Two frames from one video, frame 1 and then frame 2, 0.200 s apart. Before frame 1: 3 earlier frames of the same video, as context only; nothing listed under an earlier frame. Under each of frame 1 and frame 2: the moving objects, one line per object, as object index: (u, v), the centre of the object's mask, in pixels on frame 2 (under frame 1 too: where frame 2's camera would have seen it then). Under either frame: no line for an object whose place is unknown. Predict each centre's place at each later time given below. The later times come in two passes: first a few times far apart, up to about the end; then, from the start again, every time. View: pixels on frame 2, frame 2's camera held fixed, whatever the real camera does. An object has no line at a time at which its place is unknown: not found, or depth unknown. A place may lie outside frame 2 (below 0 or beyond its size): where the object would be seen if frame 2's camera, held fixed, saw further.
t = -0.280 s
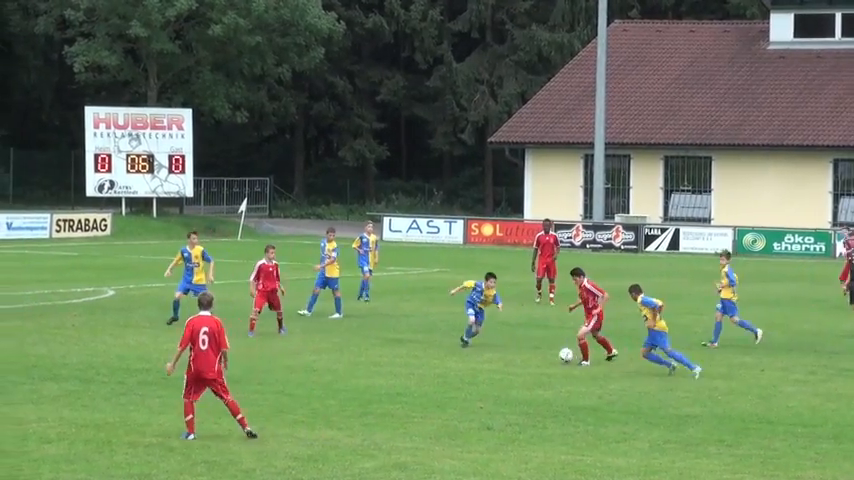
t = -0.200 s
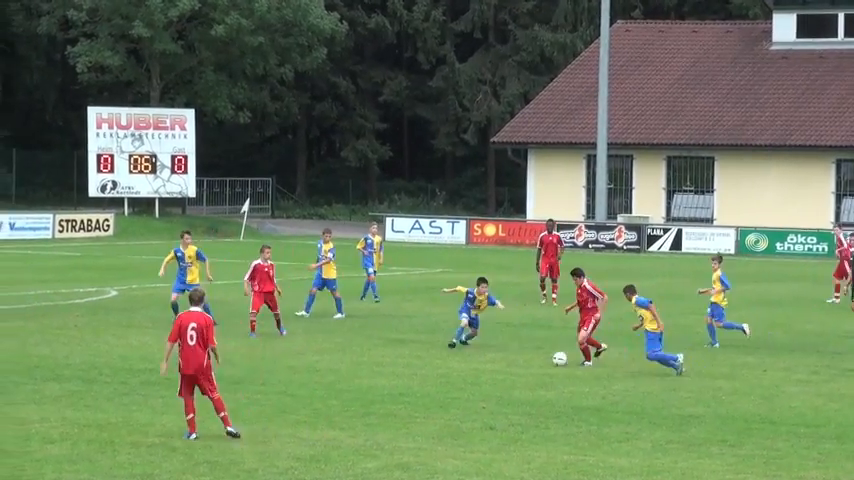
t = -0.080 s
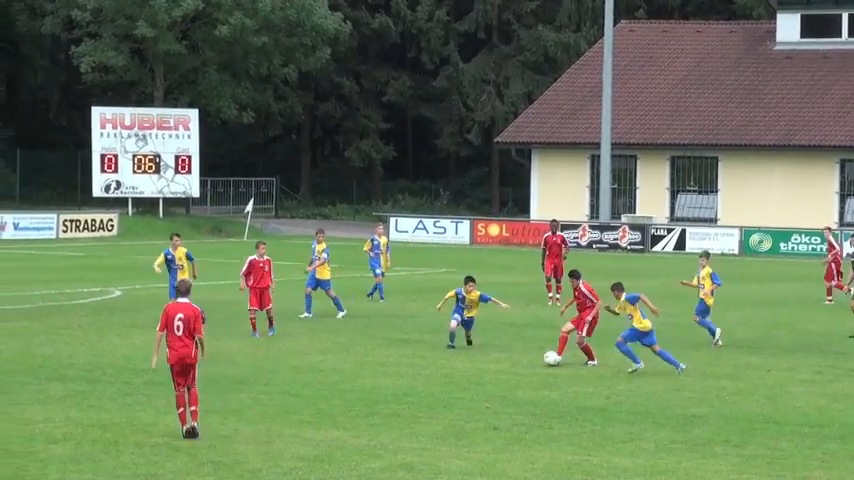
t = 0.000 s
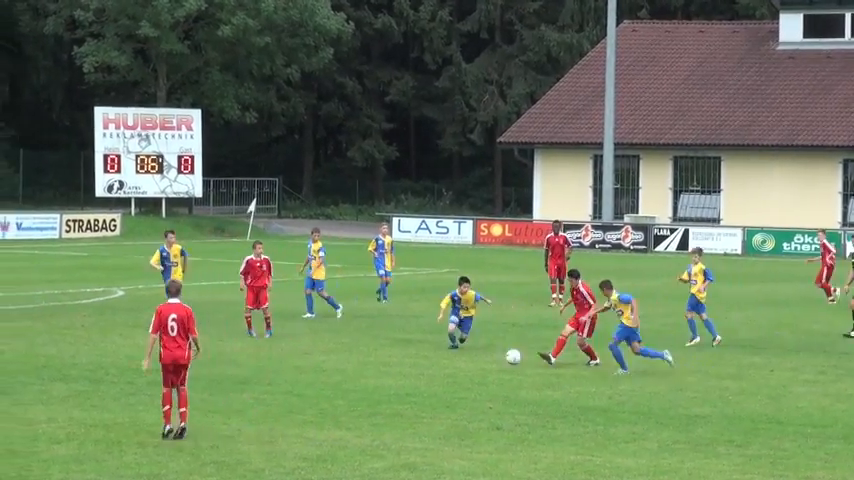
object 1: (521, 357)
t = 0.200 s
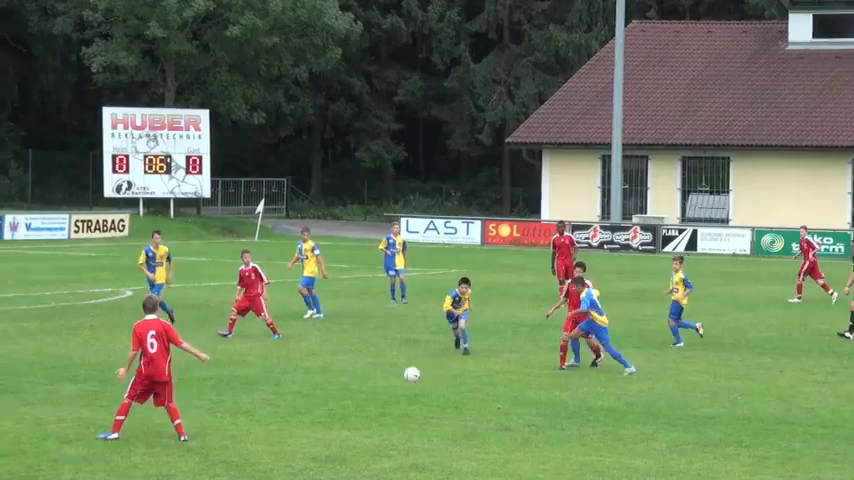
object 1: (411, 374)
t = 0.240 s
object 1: (390, 376)
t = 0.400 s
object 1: (311, 378)
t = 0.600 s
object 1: (215, 388)
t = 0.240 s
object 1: (390, 376)
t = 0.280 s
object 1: (371, 375)
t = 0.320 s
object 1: (351, 375)
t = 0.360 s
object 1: (331, 376)
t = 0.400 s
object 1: (311, 378)
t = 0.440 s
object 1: (290, 382)
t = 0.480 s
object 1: (269, 387)
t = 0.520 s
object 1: (250, 389)
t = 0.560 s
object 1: (232, 388)
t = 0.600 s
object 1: (215, 388)
